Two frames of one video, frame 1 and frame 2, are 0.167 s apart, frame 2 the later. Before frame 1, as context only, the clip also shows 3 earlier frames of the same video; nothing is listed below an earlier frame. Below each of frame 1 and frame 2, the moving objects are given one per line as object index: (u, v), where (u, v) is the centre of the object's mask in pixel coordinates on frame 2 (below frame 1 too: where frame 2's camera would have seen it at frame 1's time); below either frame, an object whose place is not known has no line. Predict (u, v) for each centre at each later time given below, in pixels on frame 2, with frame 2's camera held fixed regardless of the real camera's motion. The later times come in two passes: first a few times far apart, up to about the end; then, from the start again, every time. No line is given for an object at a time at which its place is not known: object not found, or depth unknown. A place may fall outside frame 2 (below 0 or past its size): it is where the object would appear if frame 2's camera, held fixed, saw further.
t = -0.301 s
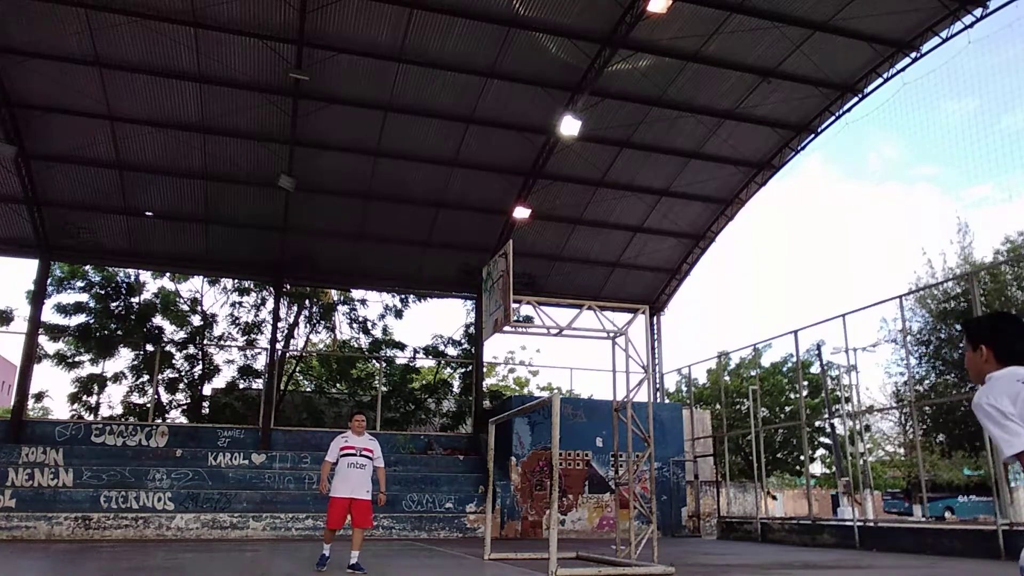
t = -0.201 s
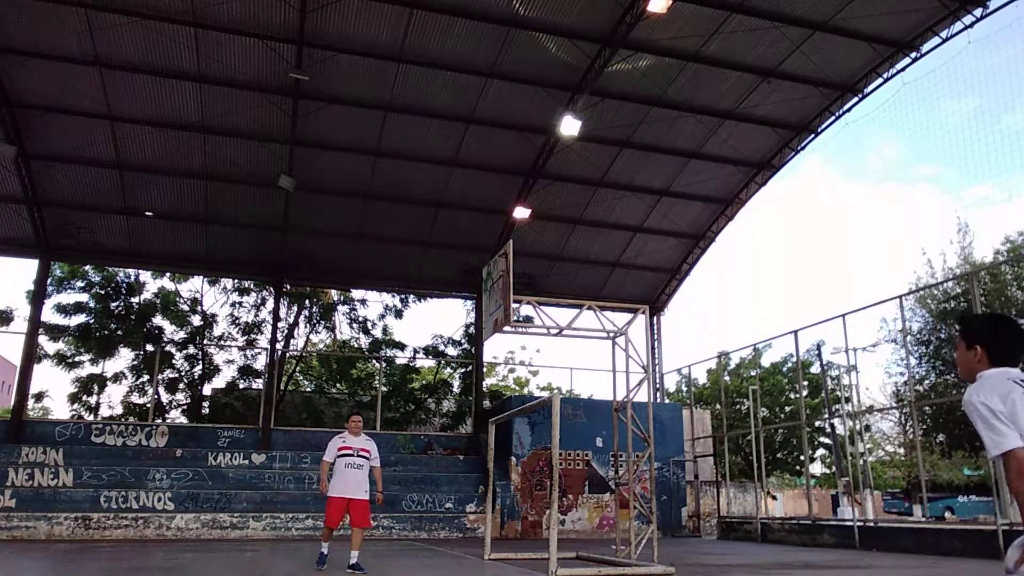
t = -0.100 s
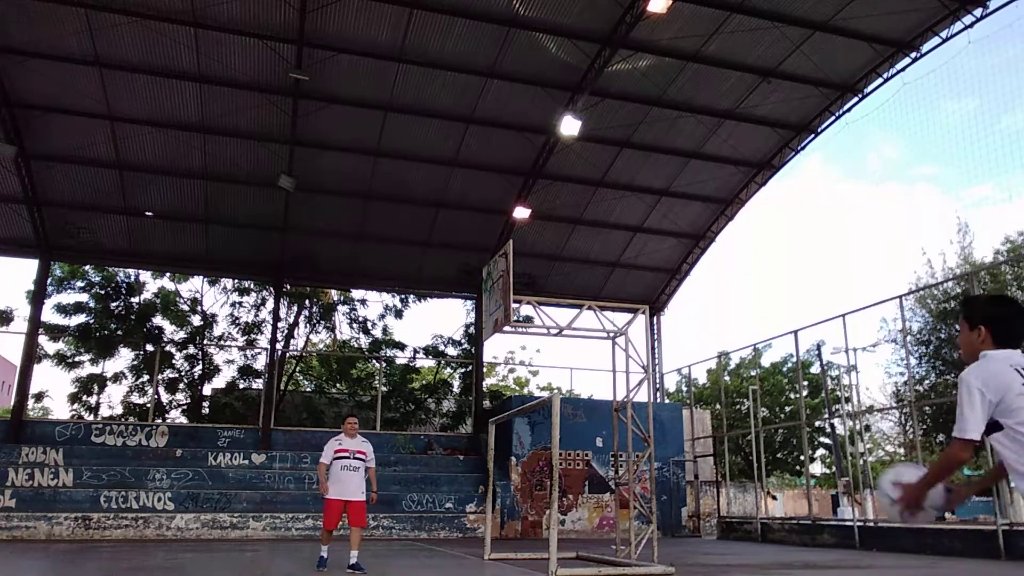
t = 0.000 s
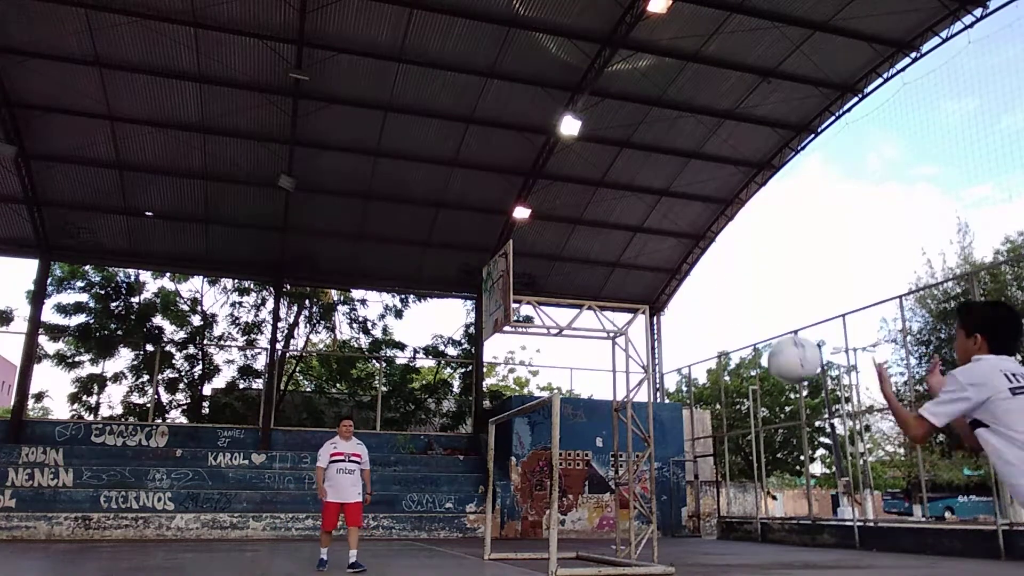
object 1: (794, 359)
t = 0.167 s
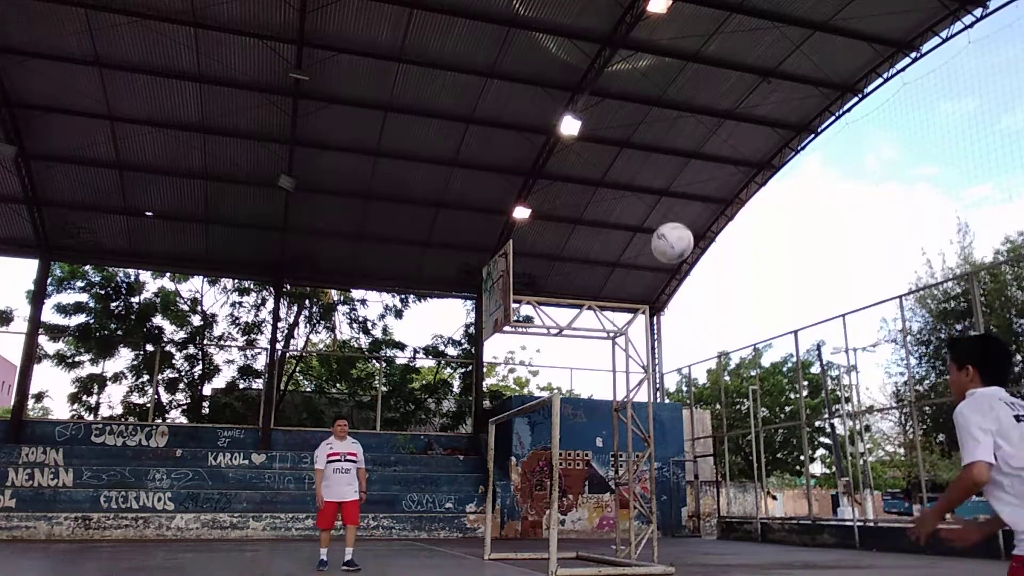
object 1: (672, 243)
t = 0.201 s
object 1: (654, 231)
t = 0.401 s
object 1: (572, 204)
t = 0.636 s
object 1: (508, 240)
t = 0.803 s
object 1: (474, 294)
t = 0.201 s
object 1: (654, 231)
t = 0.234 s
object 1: (638, 221)
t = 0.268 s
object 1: (623, 214)
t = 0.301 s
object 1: (609, 209)
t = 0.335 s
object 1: (596, 206)
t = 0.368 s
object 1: (584, 204)
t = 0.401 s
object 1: (572, 204)
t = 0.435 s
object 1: (561, 206)
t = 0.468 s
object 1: (551, 209)
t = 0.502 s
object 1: (542, 213)
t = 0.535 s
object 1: (533, 219)
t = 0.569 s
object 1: (524, 226)
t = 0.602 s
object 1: (516, 232)
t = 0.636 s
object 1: (508, 240)
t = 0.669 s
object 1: (500, 250)
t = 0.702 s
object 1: (493, 260)
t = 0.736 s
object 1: (486, 270)
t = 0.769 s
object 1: (480, 282)
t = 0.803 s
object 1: (474, 294)
